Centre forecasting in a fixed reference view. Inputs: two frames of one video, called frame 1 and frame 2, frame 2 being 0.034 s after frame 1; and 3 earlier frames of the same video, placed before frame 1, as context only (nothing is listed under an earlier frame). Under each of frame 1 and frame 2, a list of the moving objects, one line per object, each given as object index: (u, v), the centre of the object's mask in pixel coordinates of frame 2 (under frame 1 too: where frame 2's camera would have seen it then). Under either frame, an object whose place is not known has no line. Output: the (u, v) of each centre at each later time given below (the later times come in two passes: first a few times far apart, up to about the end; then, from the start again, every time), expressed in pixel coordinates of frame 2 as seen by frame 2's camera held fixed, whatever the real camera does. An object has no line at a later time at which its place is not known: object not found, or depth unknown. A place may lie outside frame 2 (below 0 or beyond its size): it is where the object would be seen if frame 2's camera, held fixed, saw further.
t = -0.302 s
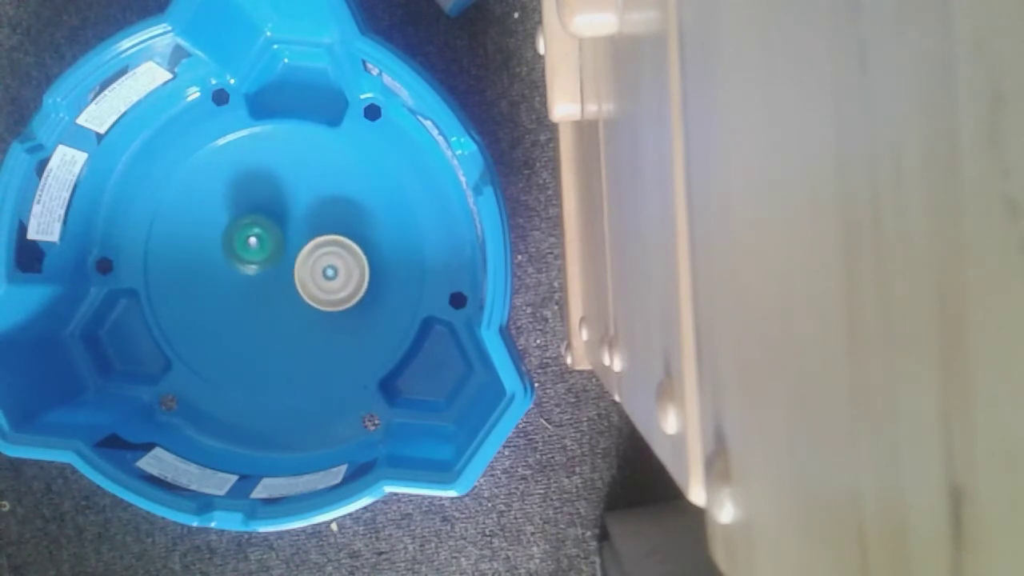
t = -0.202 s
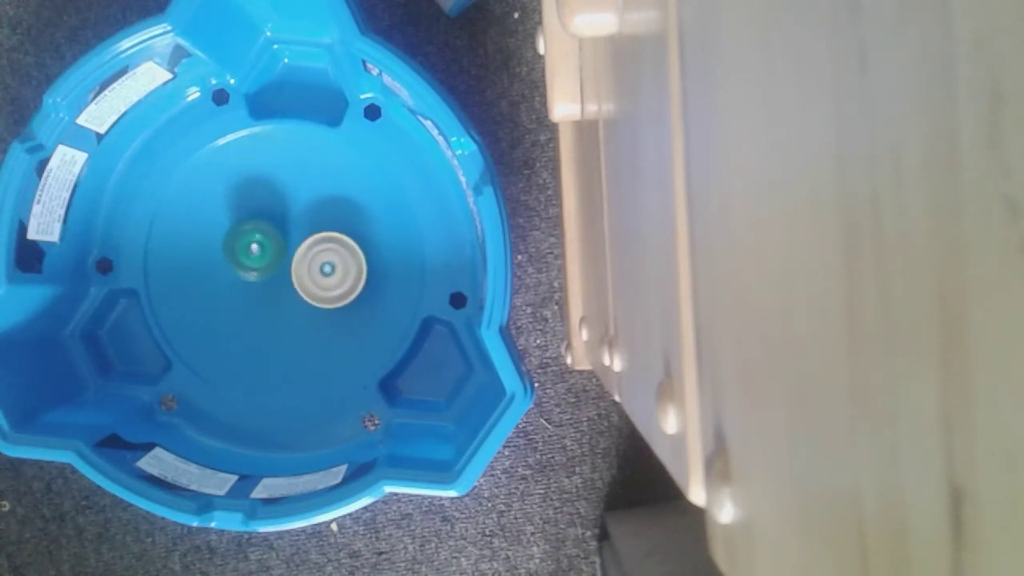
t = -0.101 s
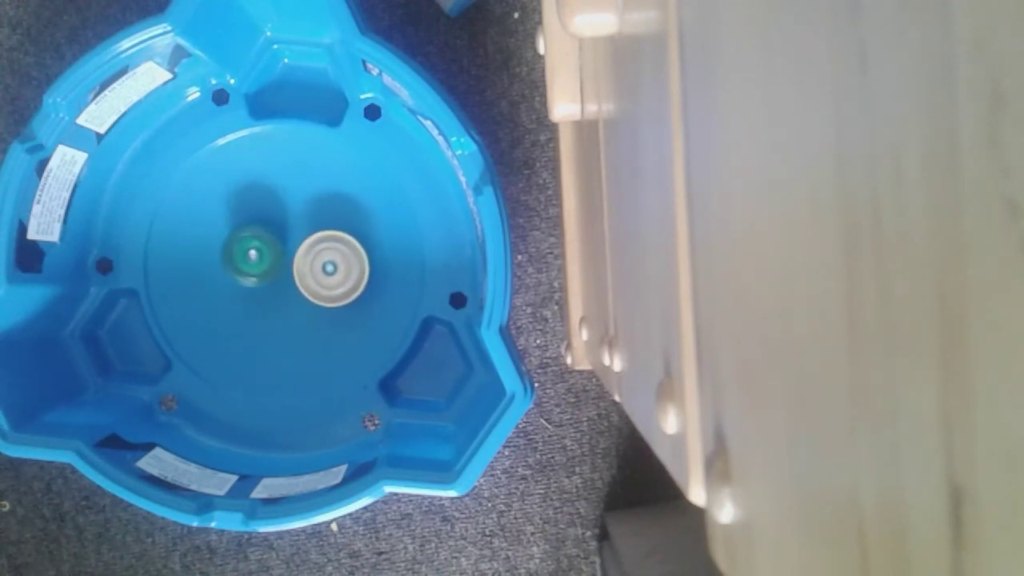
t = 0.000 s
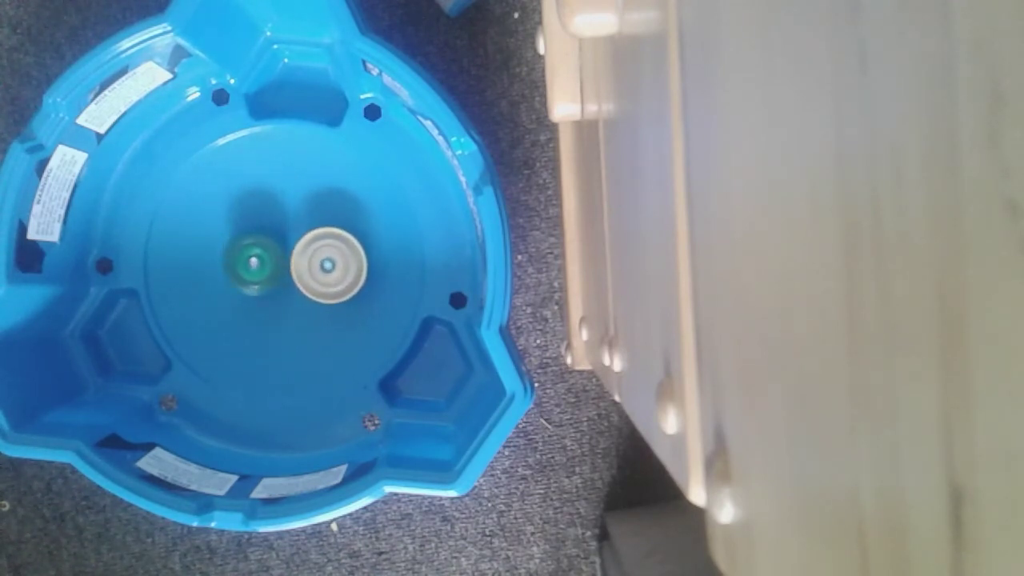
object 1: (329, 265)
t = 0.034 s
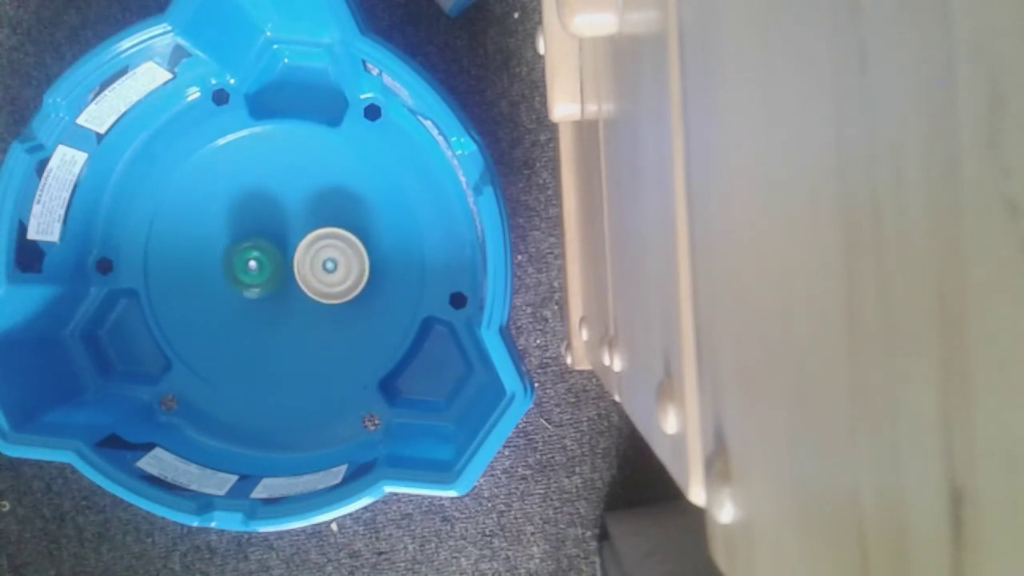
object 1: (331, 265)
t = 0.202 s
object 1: (329, 260)
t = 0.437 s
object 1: (330, 250)
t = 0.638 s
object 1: (323, 240)
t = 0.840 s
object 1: (323, 225)
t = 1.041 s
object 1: (315, 217)
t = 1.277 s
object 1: (300, 213)
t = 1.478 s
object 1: (293, 200)
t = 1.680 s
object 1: (286, 194)
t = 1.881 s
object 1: (276, 208)
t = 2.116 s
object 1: (263, 205)
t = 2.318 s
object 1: (252, 197)
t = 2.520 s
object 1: (248, 206)
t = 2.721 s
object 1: (242, 209)
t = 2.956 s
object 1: (234, 223)
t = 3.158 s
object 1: (220, 223)
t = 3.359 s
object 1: (221, 228)
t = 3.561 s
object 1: (215, 231)
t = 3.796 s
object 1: (222, 250)
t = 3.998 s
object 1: (209, 258)
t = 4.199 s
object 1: (211, 265)
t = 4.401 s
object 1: (220, 271)
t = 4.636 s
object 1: (221, 281)
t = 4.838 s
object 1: (230, 287)
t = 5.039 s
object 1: (229, 295)
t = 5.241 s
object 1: (228, 299)
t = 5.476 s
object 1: (231, 301)
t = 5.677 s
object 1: (248, 301)
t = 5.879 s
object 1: (260, 315)
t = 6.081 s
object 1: (259, 339)
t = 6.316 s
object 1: (261, 331)
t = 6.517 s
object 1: (266, 314)
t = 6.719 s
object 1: (286, 298)
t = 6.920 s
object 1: (312, 288)
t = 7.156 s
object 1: (335, 299)
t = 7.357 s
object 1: (335, 304)
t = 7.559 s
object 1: (312, 296)
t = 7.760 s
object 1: (300, 262)
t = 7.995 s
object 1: (305, 224)
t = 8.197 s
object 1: (307, 219)
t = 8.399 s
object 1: (298, 228)
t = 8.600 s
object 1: (273, 242)
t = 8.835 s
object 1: (286, 253)
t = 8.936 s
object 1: (292, 258)
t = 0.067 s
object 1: (331, 264)
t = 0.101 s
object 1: (331, 263)
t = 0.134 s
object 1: (331, 261)
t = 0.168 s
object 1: (330, 260)
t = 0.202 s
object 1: (329, 260)
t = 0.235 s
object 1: (332, 258)
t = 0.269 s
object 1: (333, 256)
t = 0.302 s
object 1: (333, 255)
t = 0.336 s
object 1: (333, 254)
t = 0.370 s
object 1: (332, 252)
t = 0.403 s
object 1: (331, 251)
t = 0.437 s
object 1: (330, 250)
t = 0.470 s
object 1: (328, 249)
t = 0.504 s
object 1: (326, 248)
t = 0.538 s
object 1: (325, 246)
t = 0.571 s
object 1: (326, 244)
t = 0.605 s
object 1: (325, 242)
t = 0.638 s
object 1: (323, 240)
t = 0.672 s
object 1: (322, 238)
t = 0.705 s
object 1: (322, 235)
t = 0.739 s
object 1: (325, 231)
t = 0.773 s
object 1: (324, 230)
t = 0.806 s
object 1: (323, 227)
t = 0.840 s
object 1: (323, 225)
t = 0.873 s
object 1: (322, 222)
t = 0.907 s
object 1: (321, 221)
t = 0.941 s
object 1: (320, 220)
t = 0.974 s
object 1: (318, 218)
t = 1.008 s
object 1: (317, 218)
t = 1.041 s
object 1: (315, 217)
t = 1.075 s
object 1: (313, 217)
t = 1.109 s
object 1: (310, 217)
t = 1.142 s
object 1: (308, 217)
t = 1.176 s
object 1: (305, 217)
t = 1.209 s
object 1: (302, 217)
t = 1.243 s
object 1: (301, 216)
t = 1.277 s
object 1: (300, 213)
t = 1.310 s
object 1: (298, 214)
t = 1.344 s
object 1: (295, 214)
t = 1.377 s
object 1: (292, 212)
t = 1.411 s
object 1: (294, 205)
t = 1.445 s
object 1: (295, 201)
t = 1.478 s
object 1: (293, 200)
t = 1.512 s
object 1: (292, 198)
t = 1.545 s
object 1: (290, 197)
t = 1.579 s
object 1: (289, 195)
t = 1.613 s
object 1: (288, 195)
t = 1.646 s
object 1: (287, 194)
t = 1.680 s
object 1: (286, 194)
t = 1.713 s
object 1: (285, 195)
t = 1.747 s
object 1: (284, 196)
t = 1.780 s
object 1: (283, 198)
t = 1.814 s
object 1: (282, 200)
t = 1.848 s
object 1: (280, 203)
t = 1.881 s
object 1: (276, 208)
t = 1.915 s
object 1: (274, 210)
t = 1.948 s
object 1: (274, 208)
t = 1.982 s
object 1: (272, 205)
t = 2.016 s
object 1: (271, 206)
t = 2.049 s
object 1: (268, 206)
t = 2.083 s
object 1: (265, 207)
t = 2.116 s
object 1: (263, 205)
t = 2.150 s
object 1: (261, 200)
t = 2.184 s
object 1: (259, 198)
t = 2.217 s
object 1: (257, 198)
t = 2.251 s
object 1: (255, 197)
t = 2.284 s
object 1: (253, 197)
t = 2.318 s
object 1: (252, 197)
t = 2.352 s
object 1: (251, 198)
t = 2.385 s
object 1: (249, 199)
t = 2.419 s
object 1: (249, 200)
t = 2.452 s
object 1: (248, 201)
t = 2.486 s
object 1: (248, 203)
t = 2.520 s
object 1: (248, 206)
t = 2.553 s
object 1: (247, 207)
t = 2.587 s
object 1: (245, 204)
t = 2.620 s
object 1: (245, 203)
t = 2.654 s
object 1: (244, 205)
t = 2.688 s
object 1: (244, 207)
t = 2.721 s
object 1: (242, 209)
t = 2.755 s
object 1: (241, 211)
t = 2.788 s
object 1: (240, 214)
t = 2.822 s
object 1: (240, 217)
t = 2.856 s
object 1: (239, 219)
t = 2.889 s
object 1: (238, 222)
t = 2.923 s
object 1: (237, 222)
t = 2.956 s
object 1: (234, 223)
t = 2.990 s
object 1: (231, 222)
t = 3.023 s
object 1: (227, 222)
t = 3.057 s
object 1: (225, 222)
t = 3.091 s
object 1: (223, 222)
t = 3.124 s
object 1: (222, 222)
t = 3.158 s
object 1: (220, 223)
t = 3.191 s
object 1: (219, 223)
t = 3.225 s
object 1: (219, 224)
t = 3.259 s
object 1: (219, 224)
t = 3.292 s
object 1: (219, 225)
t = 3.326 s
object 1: (220, 227)
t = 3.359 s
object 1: (221, 228)
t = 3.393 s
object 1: (221, 229)
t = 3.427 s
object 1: (217, 227)
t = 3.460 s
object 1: (215, 227)
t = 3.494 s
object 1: (215, 228)
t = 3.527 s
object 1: (214, 230)
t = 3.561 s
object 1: (215, 231)
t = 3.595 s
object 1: (215, 233)
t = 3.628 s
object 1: (216, 236)
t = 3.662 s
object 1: (217, 238)
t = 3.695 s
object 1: (218, 241)
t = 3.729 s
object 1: (219, 243)
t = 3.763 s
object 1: (220, 247)
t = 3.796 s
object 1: (222, 250)
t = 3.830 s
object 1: (218, 251)
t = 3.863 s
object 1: (214, 252)
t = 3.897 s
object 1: (212, 253)
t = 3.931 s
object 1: (211, 255)
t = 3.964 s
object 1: (209, 257)
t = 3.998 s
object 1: (209, 258)
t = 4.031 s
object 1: (208, 260)
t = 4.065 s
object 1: (208, 261)
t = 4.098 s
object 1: (208, 262)
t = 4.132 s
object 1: (208, 263)
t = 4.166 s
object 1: (209, 264)
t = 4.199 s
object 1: (211, 265)
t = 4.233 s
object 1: (212, 266)
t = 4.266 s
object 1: (215, 267)
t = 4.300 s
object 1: (217, 269)
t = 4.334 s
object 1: (220, 270)
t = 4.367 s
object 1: (220, 271)
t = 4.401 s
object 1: (220, 271)
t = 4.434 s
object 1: (220, 272)
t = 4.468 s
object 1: (220, 272)
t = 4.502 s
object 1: (220, 274)
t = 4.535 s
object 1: (220, 275)
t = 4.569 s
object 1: (220, 278)
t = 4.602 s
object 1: (220, 279)
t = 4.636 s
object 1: (221, 281)
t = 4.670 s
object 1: (222, 282)
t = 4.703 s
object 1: (222, 283)
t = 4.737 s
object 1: (224, 284)
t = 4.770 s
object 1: (226, 285)
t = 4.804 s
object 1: (228, 286)
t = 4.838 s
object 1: (230, 287)
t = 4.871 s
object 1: (232, 288)
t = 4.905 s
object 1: (232, 289)
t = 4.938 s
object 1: (233, 289)
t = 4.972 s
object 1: (230, 292)
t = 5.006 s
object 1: (229, 293)
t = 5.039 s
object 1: (229, 295)
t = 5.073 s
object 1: (228, 297)
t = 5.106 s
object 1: (228, 298)
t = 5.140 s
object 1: (227, 299)
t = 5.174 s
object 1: (227, 299)
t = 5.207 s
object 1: (227, 300)
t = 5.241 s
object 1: (228, 299)
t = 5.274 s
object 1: (229, 299)
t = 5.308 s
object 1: (230, 299)
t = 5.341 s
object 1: (231, 299)
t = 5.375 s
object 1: (228, 300)
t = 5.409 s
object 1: (227, 301)
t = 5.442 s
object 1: (228, 299)
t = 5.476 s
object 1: (231, 301)
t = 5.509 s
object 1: (232, 301)
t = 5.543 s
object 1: (234, 300)
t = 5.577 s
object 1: (237, 300)
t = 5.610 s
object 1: (240, 300)
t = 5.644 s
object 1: (242, 301)
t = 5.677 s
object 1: (248, 301)
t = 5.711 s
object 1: (251, 301)
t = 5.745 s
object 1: (255, 302)
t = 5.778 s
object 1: (257, 302)
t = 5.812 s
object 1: (258, 305)
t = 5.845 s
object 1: (259, 308)
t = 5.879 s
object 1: (260, 315)
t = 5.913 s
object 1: (260, 320)
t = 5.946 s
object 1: (261, 325)
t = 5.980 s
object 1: (261, 331)
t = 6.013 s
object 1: (261, 334)
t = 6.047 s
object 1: (260, 338)
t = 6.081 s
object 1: (259, 339)
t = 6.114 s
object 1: (259, 340)
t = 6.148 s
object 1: (259, 339)
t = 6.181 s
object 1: (259, 339)
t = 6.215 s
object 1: (259, 338)
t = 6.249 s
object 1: (259, 336)
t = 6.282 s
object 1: (260, 334)
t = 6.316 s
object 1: (261, 331)
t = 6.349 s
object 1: (262, 327)
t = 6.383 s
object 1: (263, 322)
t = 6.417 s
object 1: (261, 322)
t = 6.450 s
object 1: (260, 319)
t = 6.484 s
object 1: (263, 315)
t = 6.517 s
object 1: (266, 314)
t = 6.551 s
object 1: (268, 312)
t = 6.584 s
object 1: (270, 309)
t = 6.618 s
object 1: (273, 307)
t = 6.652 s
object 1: (277, 304)
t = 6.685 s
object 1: (282, 301)
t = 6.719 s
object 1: (286, 298)
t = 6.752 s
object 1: (291, 296)
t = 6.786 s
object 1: (296, 293)
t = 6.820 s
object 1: (301, 292)
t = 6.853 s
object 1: (305, 291)
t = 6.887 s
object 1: (309, 289)
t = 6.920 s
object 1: (312, 288)
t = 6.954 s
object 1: (314, 288)
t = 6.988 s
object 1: (316, 288)
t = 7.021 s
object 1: (319, 288)
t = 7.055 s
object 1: (321, 290)
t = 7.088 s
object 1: (327, 293)
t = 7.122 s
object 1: (331, 296)
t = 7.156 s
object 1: (335, 299)
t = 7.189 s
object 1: (336, 301)
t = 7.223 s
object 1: (338, 303)
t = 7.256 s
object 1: (338, 305)
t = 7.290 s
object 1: (337, 305)
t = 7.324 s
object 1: (336, 304)
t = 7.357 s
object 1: (335, 304)
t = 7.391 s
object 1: (333, 303)
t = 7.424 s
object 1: (329, 303)
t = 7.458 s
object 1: (325, 300)
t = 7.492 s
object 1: (321, 297)
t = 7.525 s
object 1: (317, 295)
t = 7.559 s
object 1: (312, 296)
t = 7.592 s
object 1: (308, 291)
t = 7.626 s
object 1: (307, 286)
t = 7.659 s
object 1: (305, 281)
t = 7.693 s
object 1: (303, 275)
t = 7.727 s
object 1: (301, 269)
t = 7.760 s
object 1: (300, 262)
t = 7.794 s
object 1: (300, 256)
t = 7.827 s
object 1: (300, 250)
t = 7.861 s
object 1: (300, 244)
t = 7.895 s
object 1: (300, 238)
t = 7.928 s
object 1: (301, 233)
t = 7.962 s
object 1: (302, 227)
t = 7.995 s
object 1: (305, 224)
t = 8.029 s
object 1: (305, 222)
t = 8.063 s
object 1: (306, 220)
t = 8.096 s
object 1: (307, 219)
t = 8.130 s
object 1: (307, 219)
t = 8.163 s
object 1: (307, 219)
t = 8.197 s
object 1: (307, 219)
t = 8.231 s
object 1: (307, 219)
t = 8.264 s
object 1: (306, 220)
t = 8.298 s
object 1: (305, 221)
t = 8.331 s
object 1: (304, 222)
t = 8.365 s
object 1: (302, 225)
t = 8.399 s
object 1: (298, 228)
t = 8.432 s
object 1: (295, 230)
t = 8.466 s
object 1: (290, 233)
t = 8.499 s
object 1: (285, 236)
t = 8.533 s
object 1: (280, 237)
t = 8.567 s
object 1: (274, 239)
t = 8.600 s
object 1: (273, 242)
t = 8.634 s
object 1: (278, 245)
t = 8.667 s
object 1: (279, 248)
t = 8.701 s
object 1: (280, 249)
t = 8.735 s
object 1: (281, 250)
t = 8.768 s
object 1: (283, 251)
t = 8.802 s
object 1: (285, 252)
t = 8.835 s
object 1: (286, 253)
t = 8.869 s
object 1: (289, 255)
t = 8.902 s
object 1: (291, 256)
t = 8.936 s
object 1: (292, 258)
